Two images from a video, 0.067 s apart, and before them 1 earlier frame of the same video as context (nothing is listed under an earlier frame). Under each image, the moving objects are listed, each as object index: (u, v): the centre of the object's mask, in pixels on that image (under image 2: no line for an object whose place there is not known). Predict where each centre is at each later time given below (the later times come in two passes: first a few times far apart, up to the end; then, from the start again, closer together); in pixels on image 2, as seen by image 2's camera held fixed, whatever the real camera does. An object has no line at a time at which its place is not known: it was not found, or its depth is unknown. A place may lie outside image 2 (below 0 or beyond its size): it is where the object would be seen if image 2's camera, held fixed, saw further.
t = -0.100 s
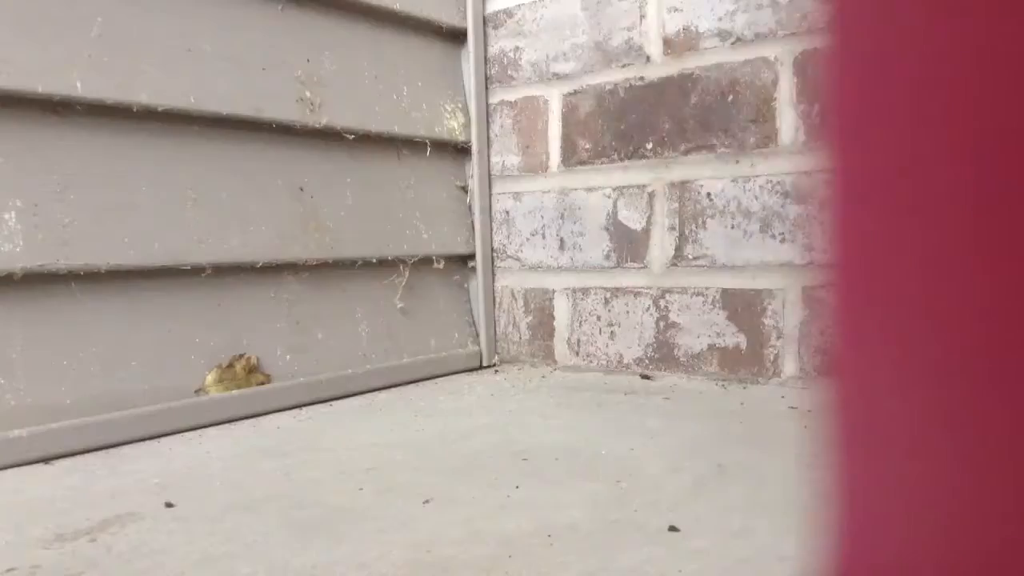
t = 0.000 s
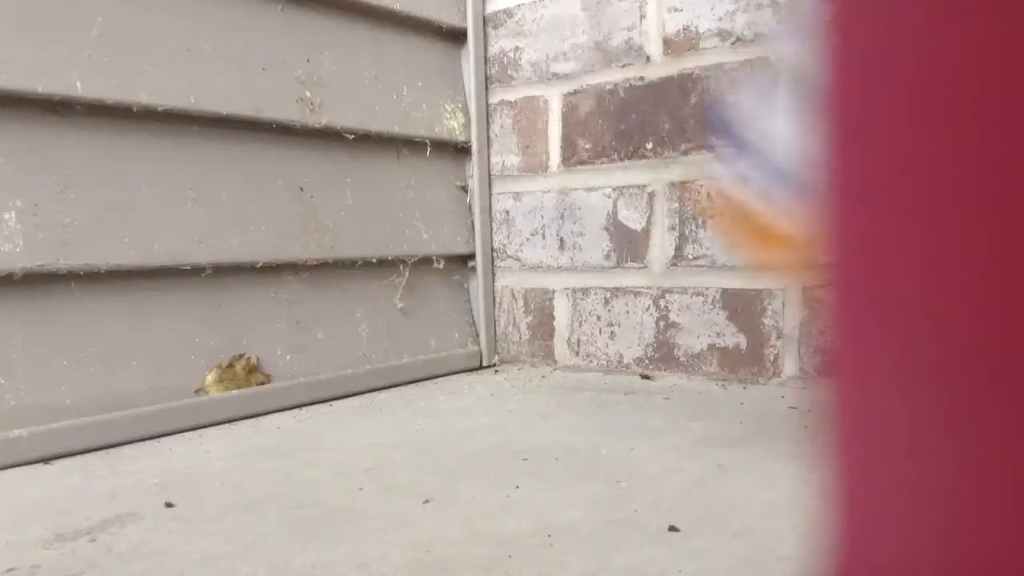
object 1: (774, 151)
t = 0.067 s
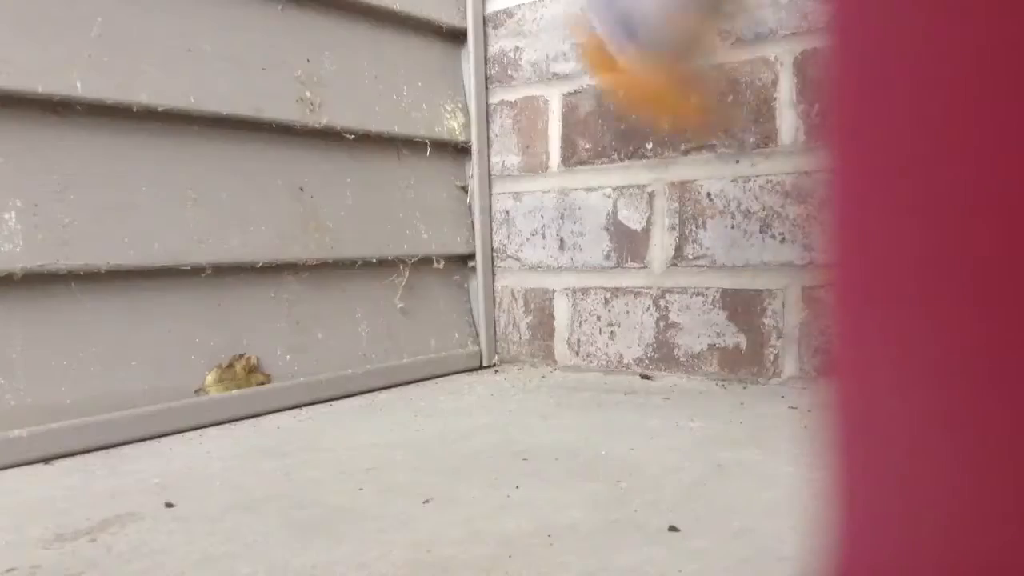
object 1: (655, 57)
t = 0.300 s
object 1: (466, 77)
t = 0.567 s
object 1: (522, 253)
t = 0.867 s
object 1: (520, 252)
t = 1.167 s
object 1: (518, 252)
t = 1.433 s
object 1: (518, 252)
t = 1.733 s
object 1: (517, 252)
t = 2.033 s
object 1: (517, 252)
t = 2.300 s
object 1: (517, 252)
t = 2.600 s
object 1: (516, 254)
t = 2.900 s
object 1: (517, 249)
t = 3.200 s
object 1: (518, 252)
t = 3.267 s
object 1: (517, 251)
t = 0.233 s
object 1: (544, 22)
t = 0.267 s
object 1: (504, 48)
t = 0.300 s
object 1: (466, 77)
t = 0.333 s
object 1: (446, 104)
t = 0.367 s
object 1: (458, 125)
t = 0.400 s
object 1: (483, 175)
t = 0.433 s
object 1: (504, 229)
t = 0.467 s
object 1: (512, 251)
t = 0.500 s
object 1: (516, 253)
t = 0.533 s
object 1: (518, 253)
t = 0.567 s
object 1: (522, 253)
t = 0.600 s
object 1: (524, 252)
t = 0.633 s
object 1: (524, 251)
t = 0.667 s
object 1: (524, 251)
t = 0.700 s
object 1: (524, 251)
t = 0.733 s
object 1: (523, 251)
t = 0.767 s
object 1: (522, 251)
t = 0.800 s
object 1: (522, 252)
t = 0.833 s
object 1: (521, 252)
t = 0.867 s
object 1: (520, 252)
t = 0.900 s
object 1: (519, 252)
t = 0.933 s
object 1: (519, 251)
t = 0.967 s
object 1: (518, 252)
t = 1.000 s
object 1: (517, 252)
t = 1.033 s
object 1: (517, 252)
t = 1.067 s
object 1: (517, 252)
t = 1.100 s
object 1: (517, 252)
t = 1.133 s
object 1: (518, 252)
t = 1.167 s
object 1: (518, 252)
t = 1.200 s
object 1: (518, 252)
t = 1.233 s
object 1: (517, 252)
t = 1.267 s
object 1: (517, 252)
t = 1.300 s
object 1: (517, 252)
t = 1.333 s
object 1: (517, 252)
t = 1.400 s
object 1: (517, 252)
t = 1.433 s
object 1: (518, 252)
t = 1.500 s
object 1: (518, 252)
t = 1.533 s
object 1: (518, 252)
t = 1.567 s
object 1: (518, 252)
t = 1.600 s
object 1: (518, 252)
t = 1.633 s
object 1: (518, 252)
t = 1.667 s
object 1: (517, 252)
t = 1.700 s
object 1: (517, 252)
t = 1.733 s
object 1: (517, 252)
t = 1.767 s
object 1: (517, 252)
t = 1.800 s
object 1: (517, 252)
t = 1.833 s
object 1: (517, 252)
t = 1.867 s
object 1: (518, 252)
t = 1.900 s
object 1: (517, 252)
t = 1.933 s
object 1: (517, 252)
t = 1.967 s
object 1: (517, 252)
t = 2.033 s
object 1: (517, 252)
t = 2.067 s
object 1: (517, 252)
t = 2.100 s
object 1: (517, 252)
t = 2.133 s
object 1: (517, 252)
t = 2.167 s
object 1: (517, 252)
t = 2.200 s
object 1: (517, 252)
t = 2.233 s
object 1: (517, 252)
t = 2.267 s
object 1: (517, 251)
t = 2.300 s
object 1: (517, 252)
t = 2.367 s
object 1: (517, 252)
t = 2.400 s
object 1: (517, 252)
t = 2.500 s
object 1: (520, 248)
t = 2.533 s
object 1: (518, 255)
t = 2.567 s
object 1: (518, 251)
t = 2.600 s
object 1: (516, 254)
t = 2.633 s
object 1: (516, 256)
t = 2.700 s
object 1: (517, 256)
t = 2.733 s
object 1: (516, 255)
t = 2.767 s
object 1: (517, 254)
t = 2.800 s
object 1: (517, 253)
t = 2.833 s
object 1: (518, 251)
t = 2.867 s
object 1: (517, 250)
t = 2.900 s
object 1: (517, 249)
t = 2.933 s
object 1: (517, 250)
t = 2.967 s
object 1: (517, 251)
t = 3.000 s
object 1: (517, 253)
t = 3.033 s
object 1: (517, 253)
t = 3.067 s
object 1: (517, 254)
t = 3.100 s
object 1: (517, 254)
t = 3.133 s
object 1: (517, 253)
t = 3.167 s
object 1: (517, 252)
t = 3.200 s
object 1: (518, 252)
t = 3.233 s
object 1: (517, 251)
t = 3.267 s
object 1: (517, 251)
